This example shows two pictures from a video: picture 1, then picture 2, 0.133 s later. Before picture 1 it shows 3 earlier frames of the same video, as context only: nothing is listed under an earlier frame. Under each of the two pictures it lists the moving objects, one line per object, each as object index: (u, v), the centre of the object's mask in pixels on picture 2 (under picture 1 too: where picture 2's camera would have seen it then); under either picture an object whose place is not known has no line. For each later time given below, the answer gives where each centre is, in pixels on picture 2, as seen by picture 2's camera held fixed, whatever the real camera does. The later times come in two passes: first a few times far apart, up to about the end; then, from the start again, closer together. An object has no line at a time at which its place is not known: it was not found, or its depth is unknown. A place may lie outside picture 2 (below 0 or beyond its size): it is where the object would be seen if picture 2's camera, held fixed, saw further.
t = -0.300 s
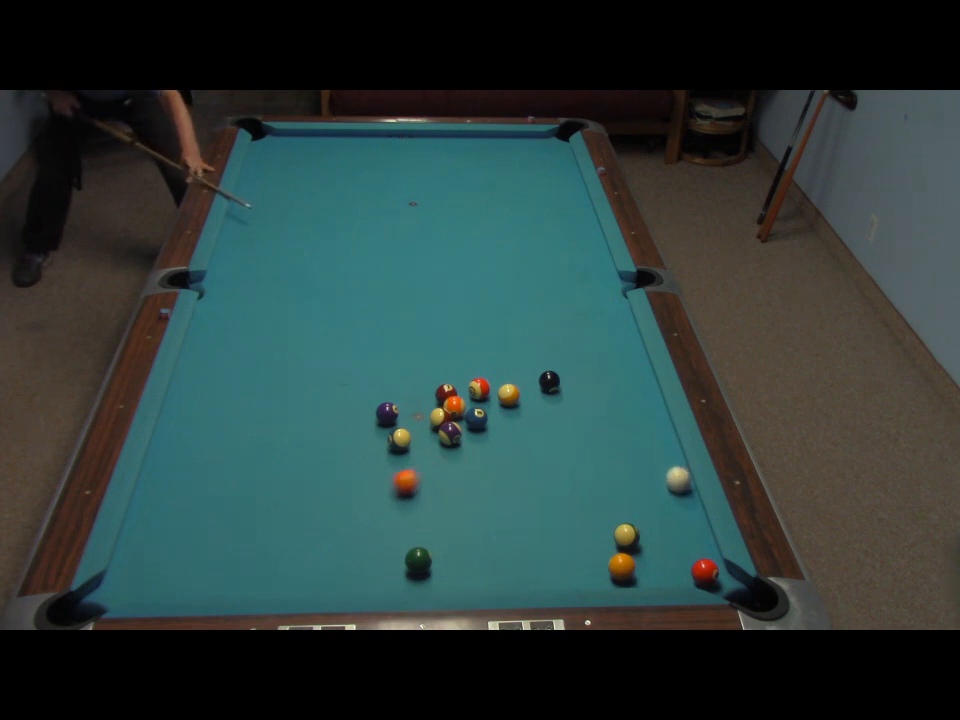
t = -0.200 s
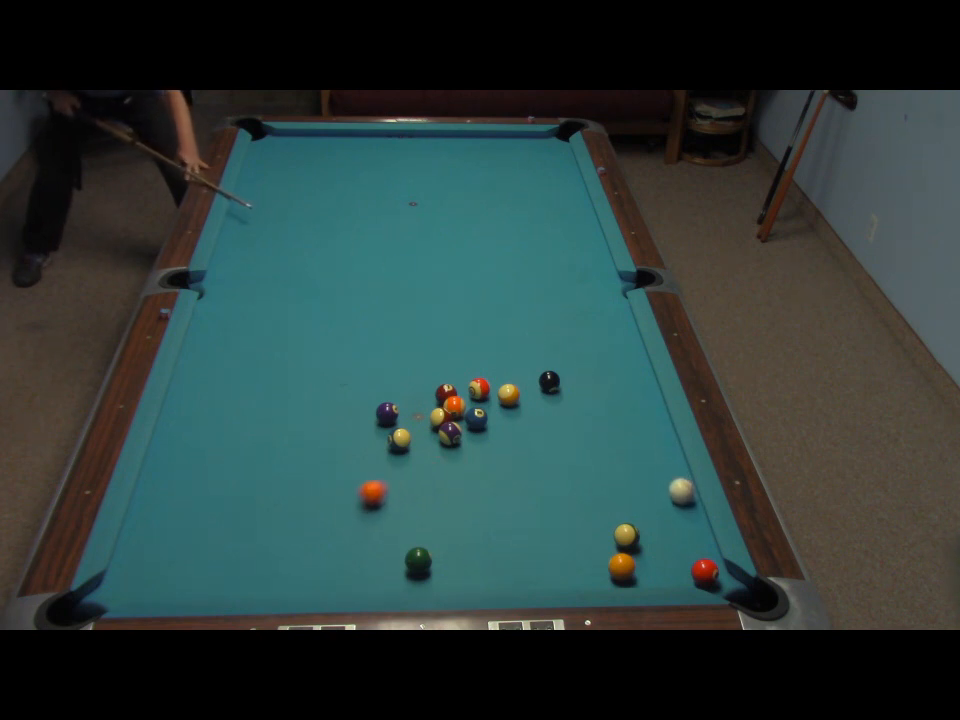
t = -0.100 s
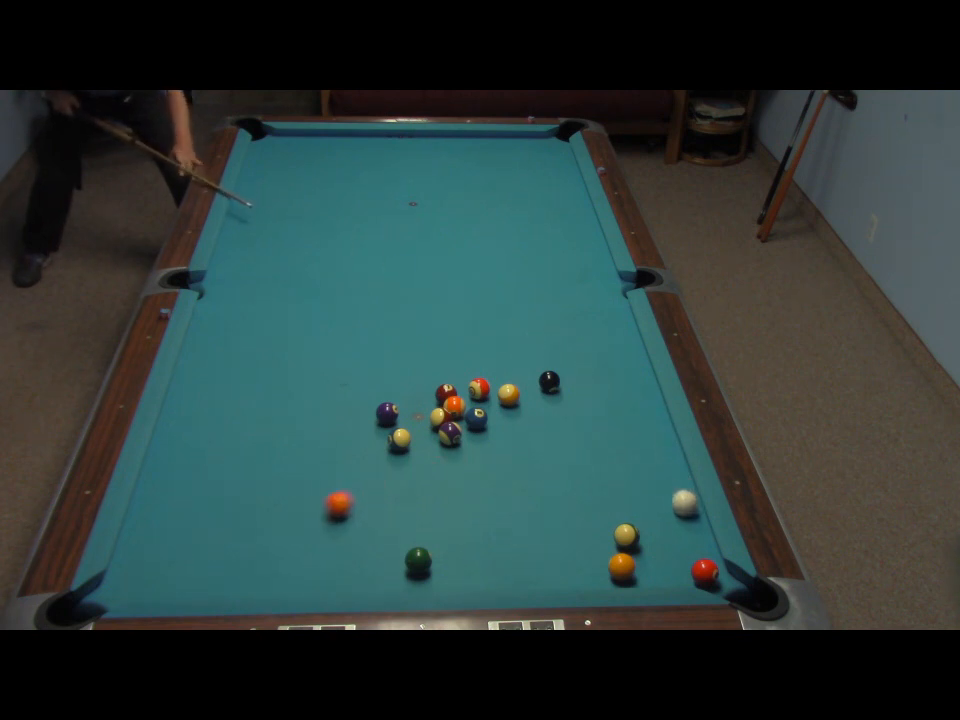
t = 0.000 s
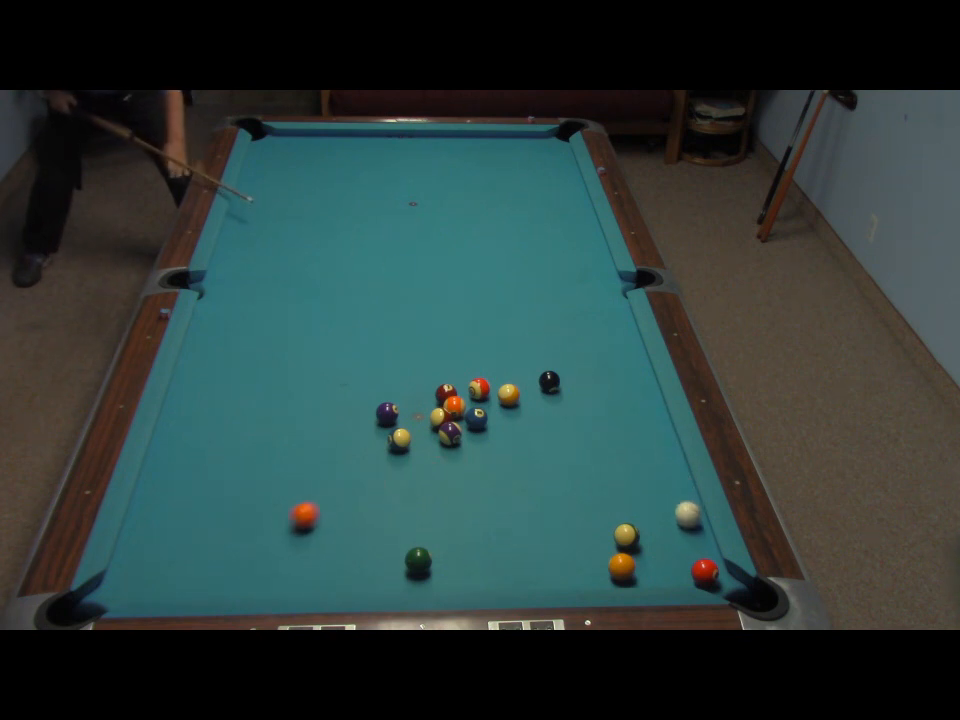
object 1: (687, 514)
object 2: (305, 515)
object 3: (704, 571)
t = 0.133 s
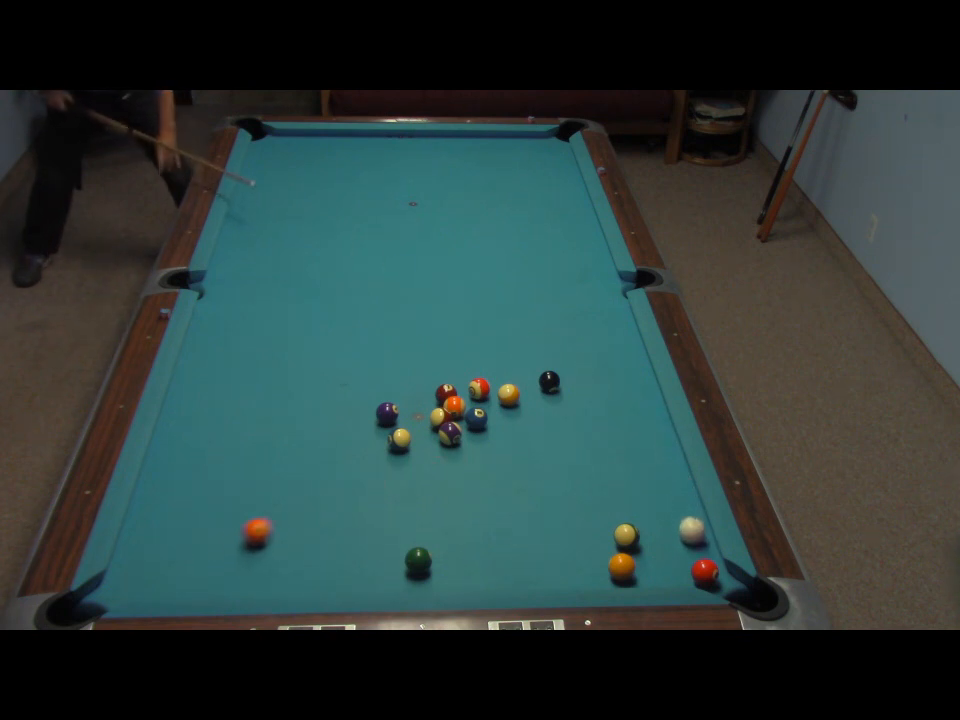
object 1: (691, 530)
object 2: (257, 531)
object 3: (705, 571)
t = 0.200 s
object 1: (694, 539)
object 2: (233, 540)
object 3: (704, 570)
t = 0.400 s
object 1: (696, 555)
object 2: (159, 564)
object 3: (708, 577)
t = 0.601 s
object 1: (694, 560)
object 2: (106, 593)
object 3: (718, 586)
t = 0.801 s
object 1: (693, 564)
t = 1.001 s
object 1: (691, 567)
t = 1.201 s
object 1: (690, 569)
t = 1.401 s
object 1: (690, 570)
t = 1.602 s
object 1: (690, 570)
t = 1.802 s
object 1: (690, 570)
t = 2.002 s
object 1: (690, 570)
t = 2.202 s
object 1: (690, 570)
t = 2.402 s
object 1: (690, 570)
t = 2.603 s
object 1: (690, 570)
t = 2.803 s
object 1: (690, 570)
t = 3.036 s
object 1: (689, 570)
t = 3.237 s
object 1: (689, 570)
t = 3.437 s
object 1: (689, 570)
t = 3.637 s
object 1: (689, 570)
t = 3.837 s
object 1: (689, 570)
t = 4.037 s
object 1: (689, 570)
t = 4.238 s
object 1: (689, 570)
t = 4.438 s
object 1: (689, 570)
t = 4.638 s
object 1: (689, 570)
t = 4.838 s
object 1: (689, 570)
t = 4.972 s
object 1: (690, 570)
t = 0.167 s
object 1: (693, 535)
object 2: (245, 536)
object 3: (704, 570)
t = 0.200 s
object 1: (694, 539)
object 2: (233, 540)
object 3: (704, 570)
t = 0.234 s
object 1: (695, 543)
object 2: (221, 543)
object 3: (704, 570)
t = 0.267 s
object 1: (695, 546)
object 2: (209, 547)
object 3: (704, 570)
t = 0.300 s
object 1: (696, 549)
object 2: (197, 551)
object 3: (704, 571)
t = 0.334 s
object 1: (696, 551)
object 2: (184, 556)
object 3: (704, 571)
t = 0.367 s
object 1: (696, 553)
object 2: (172, 560)
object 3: (706, 575)
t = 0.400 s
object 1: (696, 555)
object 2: (159, 564)
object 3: (708, 577)
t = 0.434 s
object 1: (696, 556)
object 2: (147, 568)
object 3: (709, 579)
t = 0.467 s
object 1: (696, 557)
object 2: (134, 572)
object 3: (711, 582)
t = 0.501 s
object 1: (695, 558)
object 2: (121, 576)
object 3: (712, 583)
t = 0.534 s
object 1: (695, 559)
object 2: (112, 582)
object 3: (715, 585)
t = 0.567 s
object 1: (695, 560)
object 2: (109, 588)
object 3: (716, 585)
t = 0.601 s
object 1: (694, 560)
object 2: (106, 593)
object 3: (718, 586)
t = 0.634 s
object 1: (694, 561)
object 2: (103, 599)
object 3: (720, 586)
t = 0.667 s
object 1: (694, 562)
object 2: (97, 606)
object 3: (723, 587)
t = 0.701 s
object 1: (693, 563)
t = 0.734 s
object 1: (693, 563)
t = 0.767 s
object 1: (693, 564)
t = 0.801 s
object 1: (693, 564)
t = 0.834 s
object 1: (692, 565)
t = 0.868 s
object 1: (692, 565)
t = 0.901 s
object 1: (692, 566)
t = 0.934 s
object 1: (692, 566)
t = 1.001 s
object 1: (691, 567)
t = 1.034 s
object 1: (691, 568)
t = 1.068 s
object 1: (690, 568)
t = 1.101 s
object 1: (690, 568)
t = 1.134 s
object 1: (690, 569)
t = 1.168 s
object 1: (690, 569)
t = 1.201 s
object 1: (690, 569)
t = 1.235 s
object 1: (690, 569)
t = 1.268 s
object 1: (690, 569)
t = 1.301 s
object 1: (689, 569)
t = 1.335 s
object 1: (690, 569)
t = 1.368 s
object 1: (689, 569)
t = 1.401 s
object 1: (690, 570)
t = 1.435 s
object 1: (689, 570)
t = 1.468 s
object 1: (689, 570)
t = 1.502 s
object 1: (689, 570)
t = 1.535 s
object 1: (690, 570)
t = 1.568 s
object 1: (690, 570)
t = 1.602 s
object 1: (690, 570)
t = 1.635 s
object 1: (690, 570)
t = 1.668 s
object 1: (690, 570)
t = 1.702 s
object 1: (690, 570)
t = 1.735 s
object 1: (690, 570)
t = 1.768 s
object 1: (690, 570)
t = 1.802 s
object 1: (690, 570)
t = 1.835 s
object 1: (690, 570)
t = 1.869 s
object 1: (690, 570)
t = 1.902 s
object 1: (690, 570)
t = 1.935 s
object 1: (690, 570)
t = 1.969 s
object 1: (690, 570)
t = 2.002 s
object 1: (690, 570)
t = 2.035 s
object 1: (690, 570)
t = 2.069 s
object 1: (690, 570)
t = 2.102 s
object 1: (690, 570)
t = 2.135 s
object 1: (690, 570)
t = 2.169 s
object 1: (690, 570)
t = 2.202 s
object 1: (690, 570)
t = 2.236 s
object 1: (690, 570)
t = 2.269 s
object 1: (690, 571)
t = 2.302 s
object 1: (690, 570)
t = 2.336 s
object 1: (690, 570)
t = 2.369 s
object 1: (690, 570)
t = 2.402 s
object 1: (690, 570)
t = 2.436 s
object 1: (690, 570)
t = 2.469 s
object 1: (690, 570)
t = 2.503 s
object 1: (690, 570)
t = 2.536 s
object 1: (690, 570)
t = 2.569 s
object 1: (690, 570)
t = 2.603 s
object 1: (690, 570)
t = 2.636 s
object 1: (690, 570)
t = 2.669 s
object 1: (690, 570)
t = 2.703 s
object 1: (690, 570)
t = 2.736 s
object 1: (690, 570)
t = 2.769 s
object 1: (690, 570)
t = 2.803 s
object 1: (690, 570)
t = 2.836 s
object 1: (690, 570)
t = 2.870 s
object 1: (690, 570)
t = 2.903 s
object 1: (689, 570)
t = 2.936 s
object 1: (690, 570)
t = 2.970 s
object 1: (689, 570)
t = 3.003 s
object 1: (689, 570)
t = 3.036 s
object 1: (689, 570)
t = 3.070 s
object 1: (690, 570)
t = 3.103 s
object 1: (689, 570)
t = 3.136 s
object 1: (689, 570)
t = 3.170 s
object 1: (689, 570)
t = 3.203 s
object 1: (689, 570)
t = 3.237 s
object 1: (689, 570)
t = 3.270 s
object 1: (689, 570)
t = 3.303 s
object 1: (689, 570)
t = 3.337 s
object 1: (689, 570)
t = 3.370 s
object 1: (689, 570)
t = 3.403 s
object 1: (689, 570)
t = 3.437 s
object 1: (689, 570)
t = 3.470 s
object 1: (689, 570)
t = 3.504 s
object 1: (689, 570)
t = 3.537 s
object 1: (689, 570)
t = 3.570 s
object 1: (689, 570)
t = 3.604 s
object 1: (689, 570)
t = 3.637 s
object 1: (689, 570)
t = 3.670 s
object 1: (689, 570)
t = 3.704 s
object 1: (689, 570)
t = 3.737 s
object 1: (689, 570)
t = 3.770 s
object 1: (689, 570)
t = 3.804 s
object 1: (689, 570)
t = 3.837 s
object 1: (689, 570)
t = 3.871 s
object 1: (689, 570)
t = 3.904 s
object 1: (689, 570)
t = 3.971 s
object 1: (689, 570)
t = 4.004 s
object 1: (689, 570)
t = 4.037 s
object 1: (689, 570)
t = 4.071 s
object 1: (689, 570)
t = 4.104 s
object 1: (689, 570)
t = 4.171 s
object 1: (689, 570)
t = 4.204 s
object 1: (689, 570)
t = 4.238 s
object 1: (689, 570)
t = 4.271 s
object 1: (689, 570)
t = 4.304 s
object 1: (689, 570)
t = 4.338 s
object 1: (689, 570)
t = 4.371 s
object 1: (689, 570)
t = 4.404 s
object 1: (689, 570)
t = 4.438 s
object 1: (689, 570)
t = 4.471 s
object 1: (689, 570)
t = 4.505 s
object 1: (689, 570)
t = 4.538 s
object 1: (689, 570)
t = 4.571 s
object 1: (689, 570)
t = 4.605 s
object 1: (689, 570)
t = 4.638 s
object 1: (689, 570)
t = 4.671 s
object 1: (689, 570)
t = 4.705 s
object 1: (689, 570)
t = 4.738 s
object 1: (689, 570)
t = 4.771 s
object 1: (689, 570)
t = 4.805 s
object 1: (689, 570)
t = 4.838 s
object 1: (689, 570)
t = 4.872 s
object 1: (689, 570)
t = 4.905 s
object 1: (690, 570)
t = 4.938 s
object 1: (690, 570)
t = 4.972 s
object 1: (690, 570)
